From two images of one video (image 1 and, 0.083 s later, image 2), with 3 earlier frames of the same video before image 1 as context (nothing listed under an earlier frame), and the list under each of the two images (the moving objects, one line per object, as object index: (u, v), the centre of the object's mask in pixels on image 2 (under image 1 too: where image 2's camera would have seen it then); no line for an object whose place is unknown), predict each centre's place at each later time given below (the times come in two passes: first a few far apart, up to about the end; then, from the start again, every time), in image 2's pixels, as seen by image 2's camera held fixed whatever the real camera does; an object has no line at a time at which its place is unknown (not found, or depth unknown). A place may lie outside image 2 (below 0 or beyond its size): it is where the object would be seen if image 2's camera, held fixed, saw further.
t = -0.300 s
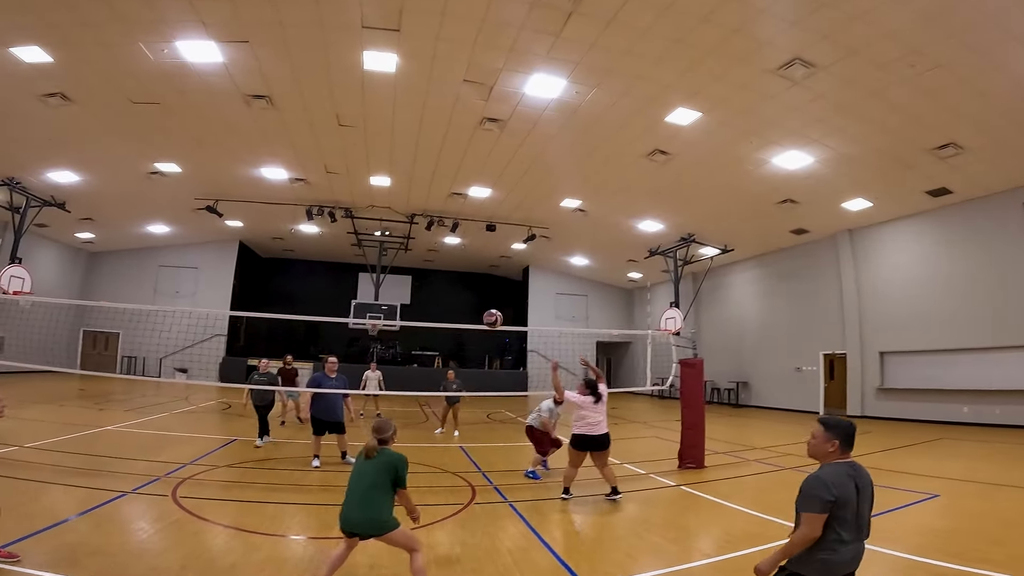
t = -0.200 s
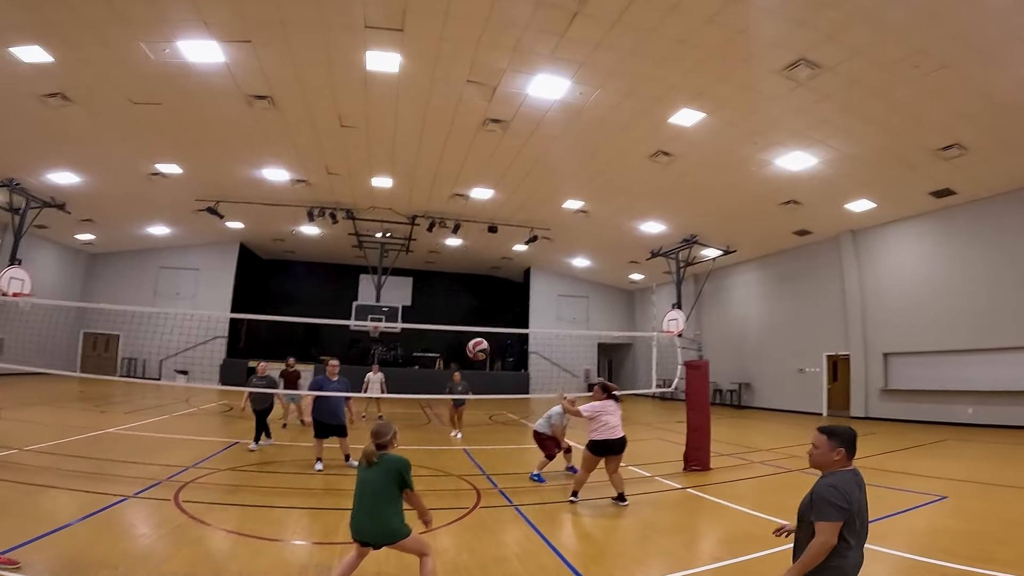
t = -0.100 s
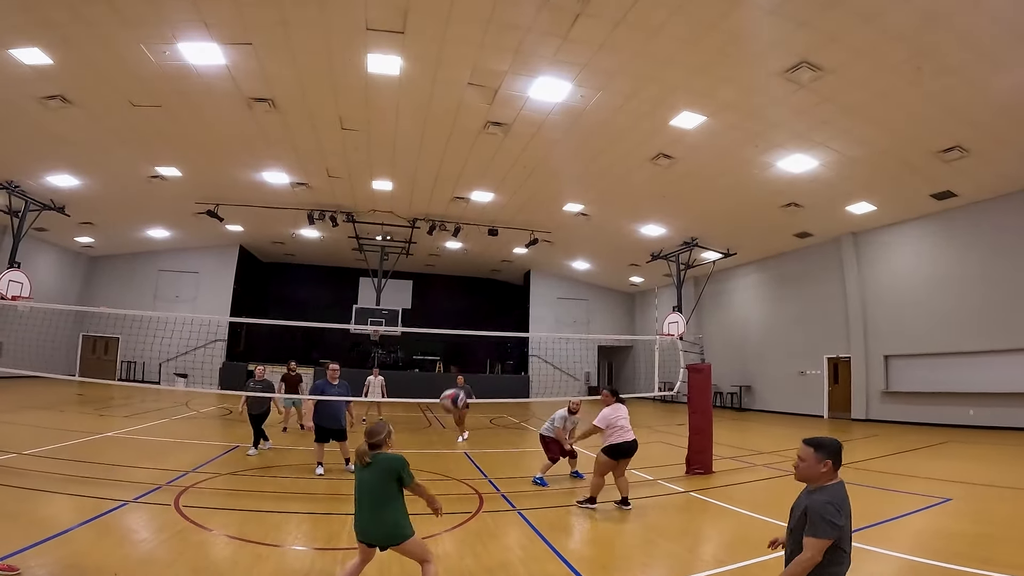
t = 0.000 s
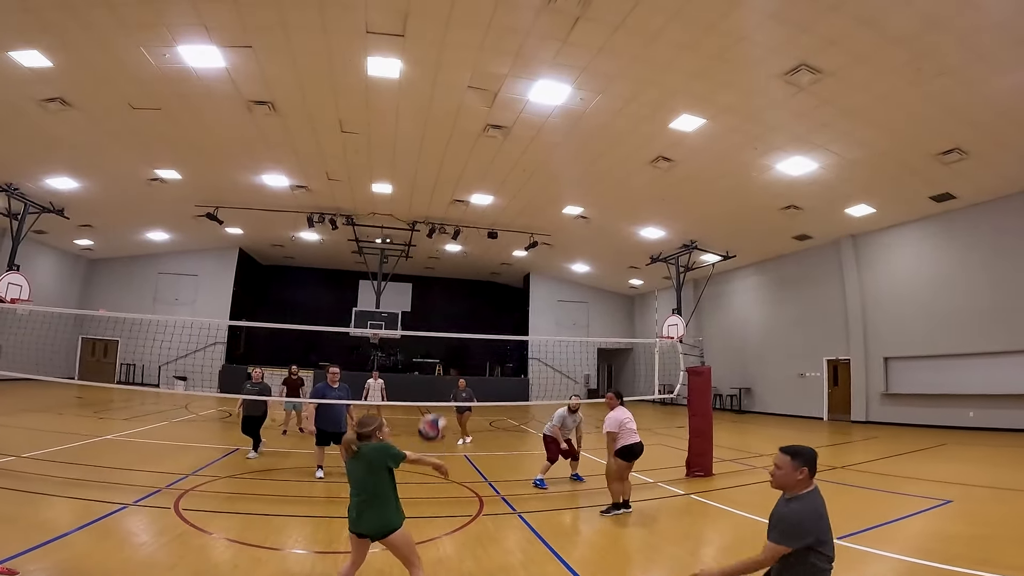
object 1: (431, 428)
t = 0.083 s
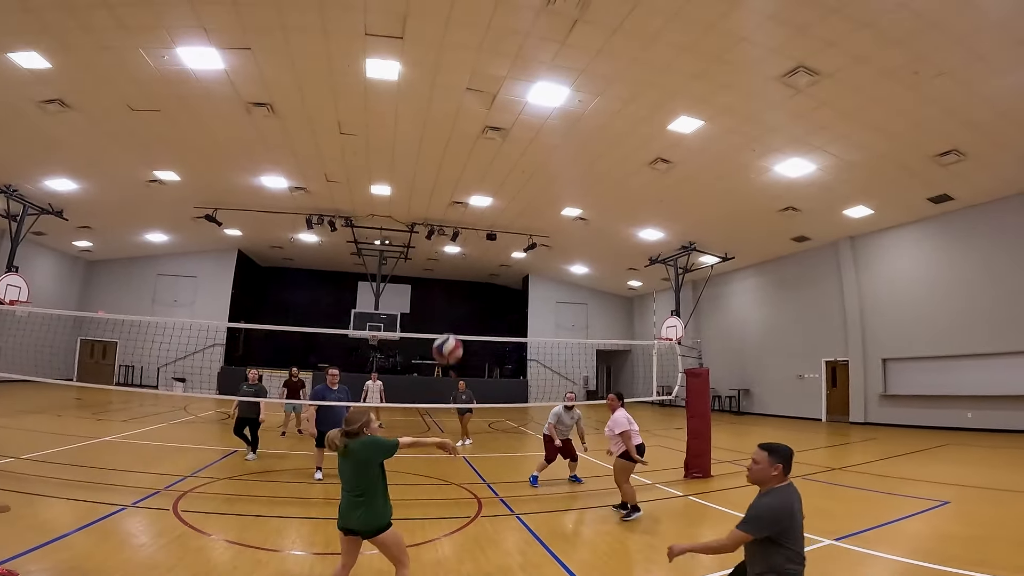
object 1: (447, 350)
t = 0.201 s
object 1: (468, 254)
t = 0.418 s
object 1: (500, 148)
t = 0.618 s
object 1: (525, 108)
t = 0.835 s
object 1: (554, 107)
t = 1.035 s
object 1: (583, 140)
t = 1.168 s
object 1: (604, 187)
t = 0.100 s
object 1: (451, 334)
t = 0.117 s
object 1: (454, 319)
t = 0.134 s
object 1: (457, 305)
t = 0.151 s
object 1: (460, 292)
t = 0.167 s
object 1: (462, 279)
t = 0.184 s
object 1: (465, 266)
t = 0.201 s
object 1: (468, 254)
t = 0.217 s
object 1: (471, 242)
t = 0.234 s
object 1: (473, 232)
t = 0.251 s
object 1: (476, 222)
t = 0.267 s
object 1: (479, 213)
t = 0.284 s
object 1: (481, 203)
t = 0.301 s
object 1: (484, 195)
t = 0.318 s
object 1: (486, 186)
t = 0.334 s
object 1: (489, 179)
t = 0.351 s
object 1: (491, 172)
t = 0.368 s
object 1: (494, 165)
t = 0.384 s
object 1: (496, 159)
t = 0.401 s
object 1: (498, 153)
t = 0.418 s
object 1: (500, 148)
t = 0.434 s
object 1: (502, 143)
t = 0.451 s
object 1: (504, 138)
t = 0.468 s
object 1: (507, 134)
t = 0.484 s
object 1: (509, 130)
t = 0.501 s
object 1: (510, 126)
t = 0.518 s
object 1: (512, 123)
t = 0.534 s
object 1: (514, 120)
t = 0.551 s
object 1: (516, 117)
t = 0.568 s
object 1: (519, 114)
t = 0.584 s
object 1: (521, 112)
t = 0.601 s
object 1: (523, 110)
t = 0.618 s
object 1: (525, 108)
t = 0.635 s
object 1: (527, 106)
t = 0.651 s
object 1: (529, 105)
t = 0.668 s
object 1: (531, 104)
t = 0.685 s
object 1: (533, 103)
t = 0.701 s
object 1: (536, 103)
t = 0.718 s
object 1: (538, 103)
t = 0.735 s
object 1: (540, 103)
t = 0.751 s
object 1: (543, 103)
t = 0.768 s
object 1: (545, 103)
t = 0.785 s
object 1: (547, 104)
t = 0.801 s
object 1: (550, 105)
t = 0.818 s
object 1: (552, 106)
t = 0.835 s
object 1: (554, 107)
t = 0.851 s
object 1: (557, 108)
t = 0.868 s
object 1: (559, 110)
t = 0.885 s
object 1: (561, 111)
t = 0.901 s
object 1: (563, 114)
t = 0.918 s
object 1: (565, 116)
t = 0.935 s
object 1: (567, 119)
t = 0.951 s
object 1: (570, 121)
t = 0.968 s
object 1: (573, 124)
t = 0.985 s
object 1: (574, 129)
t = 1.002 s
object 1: (577, 132)
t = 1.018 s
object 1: (580, 136)
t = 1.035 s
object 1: (583, 140)
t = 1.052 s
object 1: (586, 145)
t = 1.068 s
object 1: (588, 150)
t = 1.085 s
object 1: (591, 156)
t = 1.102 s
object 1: (593, 161)
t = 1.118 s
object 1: (595, 168)
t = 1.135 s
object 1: (599, 173)
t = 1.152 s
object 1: (601, 179)
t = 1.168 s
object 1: (604, 187)
